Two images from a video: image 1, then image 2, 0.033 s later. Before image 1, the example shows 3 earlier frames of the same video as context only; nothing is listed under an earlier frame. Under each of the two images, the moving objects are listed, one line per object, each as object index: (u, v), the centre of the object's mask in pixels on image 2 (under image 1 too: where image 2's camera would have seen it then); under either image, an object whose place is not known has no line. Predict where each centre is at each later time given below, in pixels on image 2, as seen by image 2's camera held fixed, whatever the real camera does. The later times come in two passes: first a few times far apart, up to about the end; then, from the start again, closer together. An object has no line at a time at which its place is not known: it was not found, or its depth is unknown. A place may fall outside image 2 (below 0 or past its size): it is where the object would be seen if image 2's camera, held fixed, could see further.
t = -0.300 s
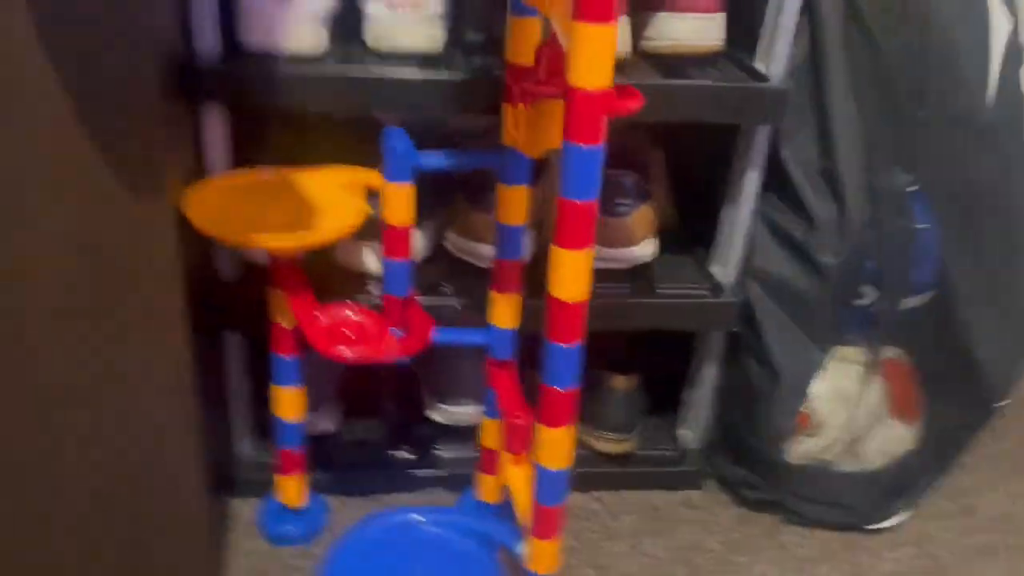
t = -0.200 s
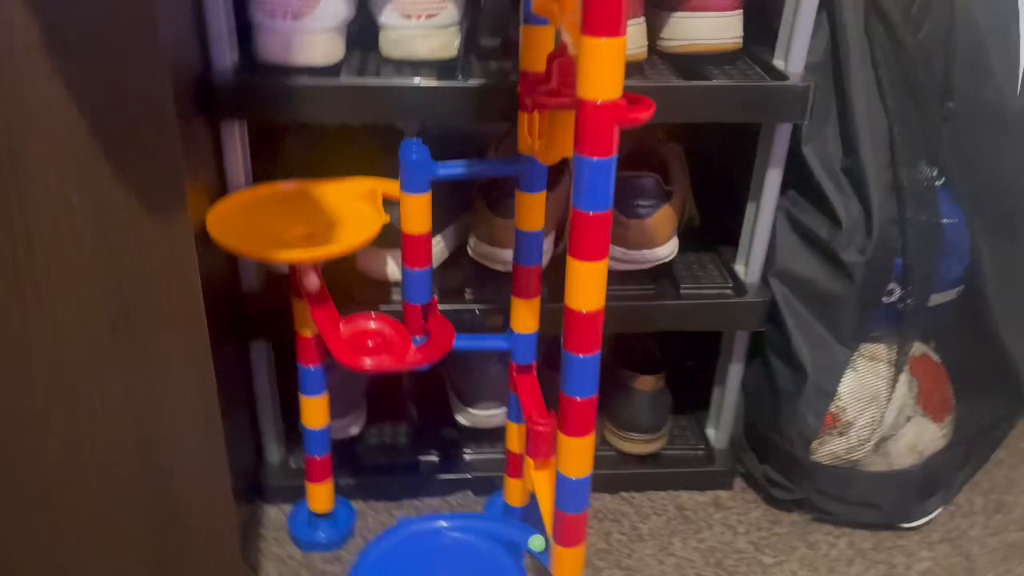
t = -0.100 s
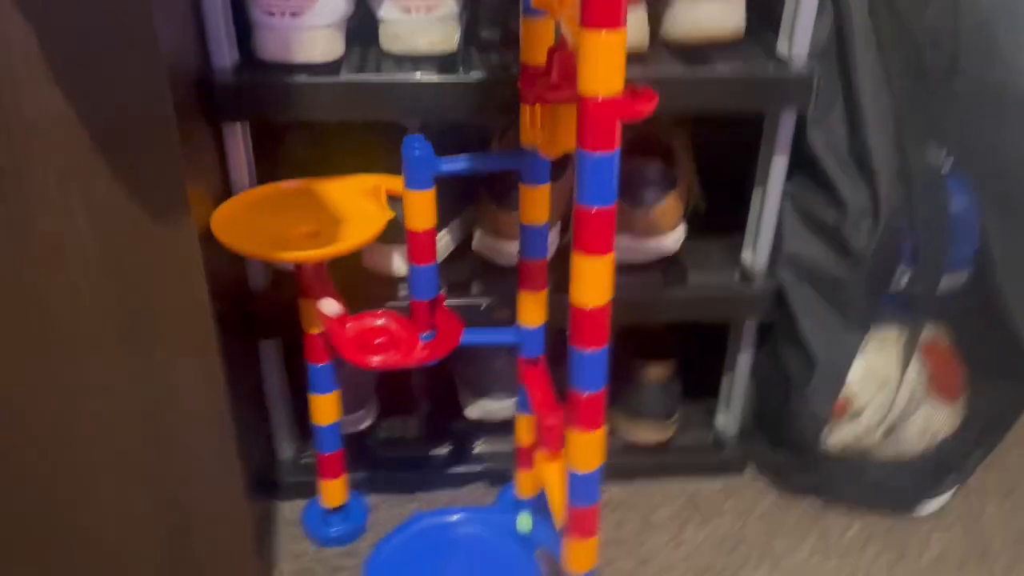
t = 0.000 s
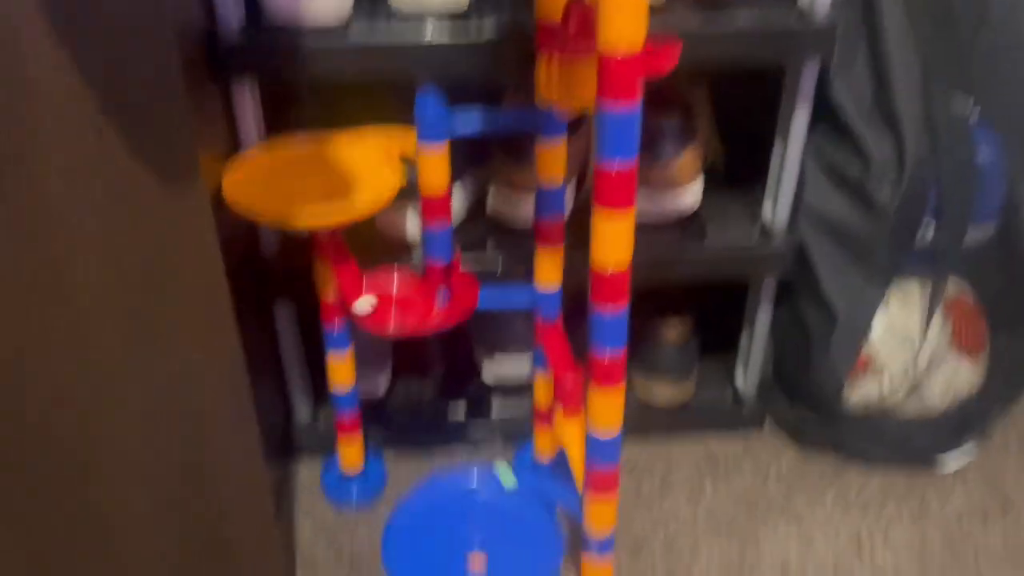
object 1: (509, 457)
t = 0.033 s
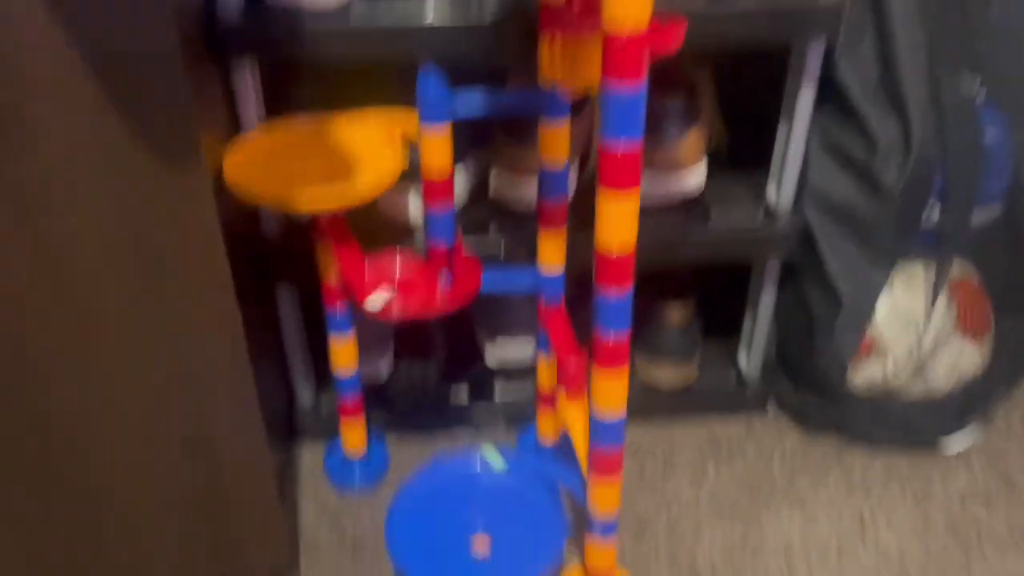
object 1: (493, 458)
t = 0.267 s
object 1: (402, 500)
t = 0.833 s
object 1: (550, 508)
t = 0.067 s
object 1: (478, 459)
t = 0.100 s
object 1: (461, 461)
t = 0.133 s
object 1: (445, 466)
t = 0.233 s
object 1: (409, 489)
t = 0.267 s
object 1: (402, 500)
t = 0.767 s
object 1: (552, 532)
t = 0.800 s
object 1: (553, 520)
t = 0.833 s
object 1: (550, 508)
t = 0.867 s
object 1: (545, 498)
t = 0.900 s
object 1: (537, 489)
